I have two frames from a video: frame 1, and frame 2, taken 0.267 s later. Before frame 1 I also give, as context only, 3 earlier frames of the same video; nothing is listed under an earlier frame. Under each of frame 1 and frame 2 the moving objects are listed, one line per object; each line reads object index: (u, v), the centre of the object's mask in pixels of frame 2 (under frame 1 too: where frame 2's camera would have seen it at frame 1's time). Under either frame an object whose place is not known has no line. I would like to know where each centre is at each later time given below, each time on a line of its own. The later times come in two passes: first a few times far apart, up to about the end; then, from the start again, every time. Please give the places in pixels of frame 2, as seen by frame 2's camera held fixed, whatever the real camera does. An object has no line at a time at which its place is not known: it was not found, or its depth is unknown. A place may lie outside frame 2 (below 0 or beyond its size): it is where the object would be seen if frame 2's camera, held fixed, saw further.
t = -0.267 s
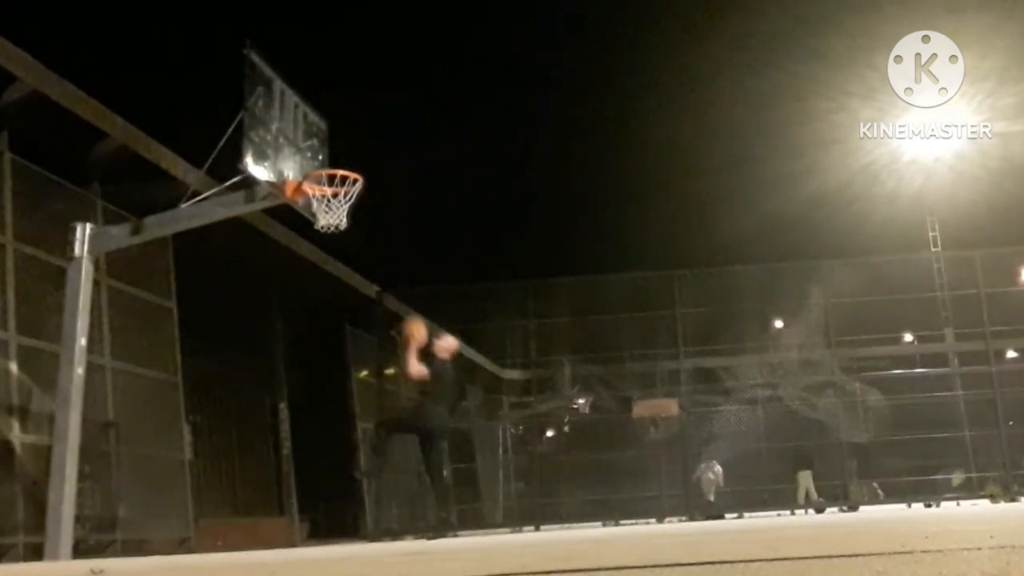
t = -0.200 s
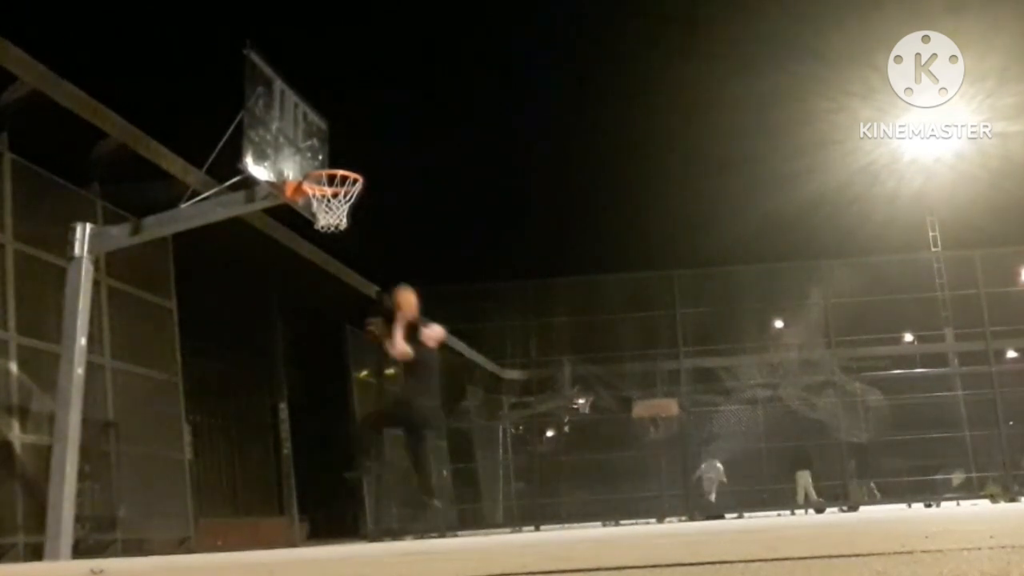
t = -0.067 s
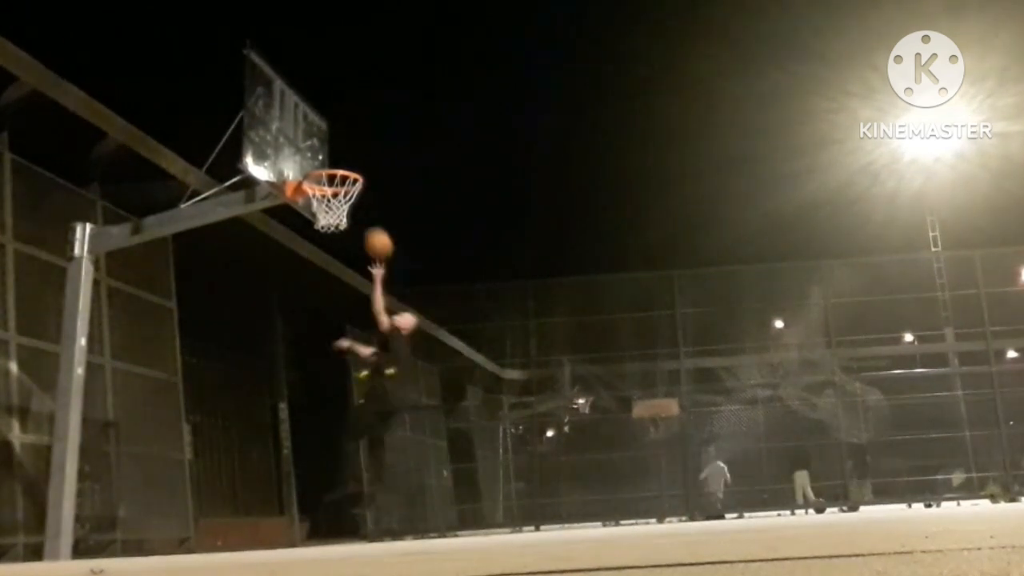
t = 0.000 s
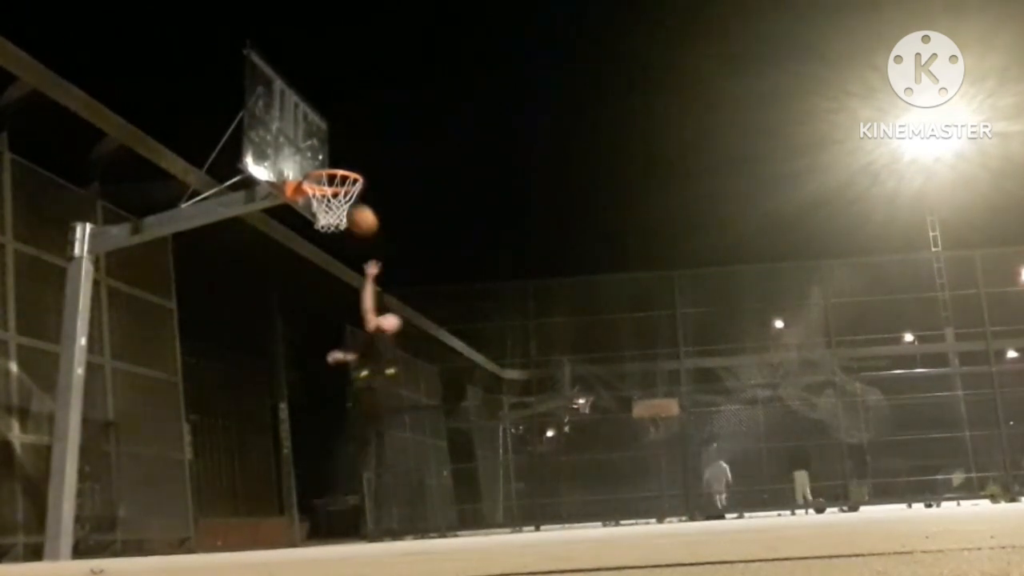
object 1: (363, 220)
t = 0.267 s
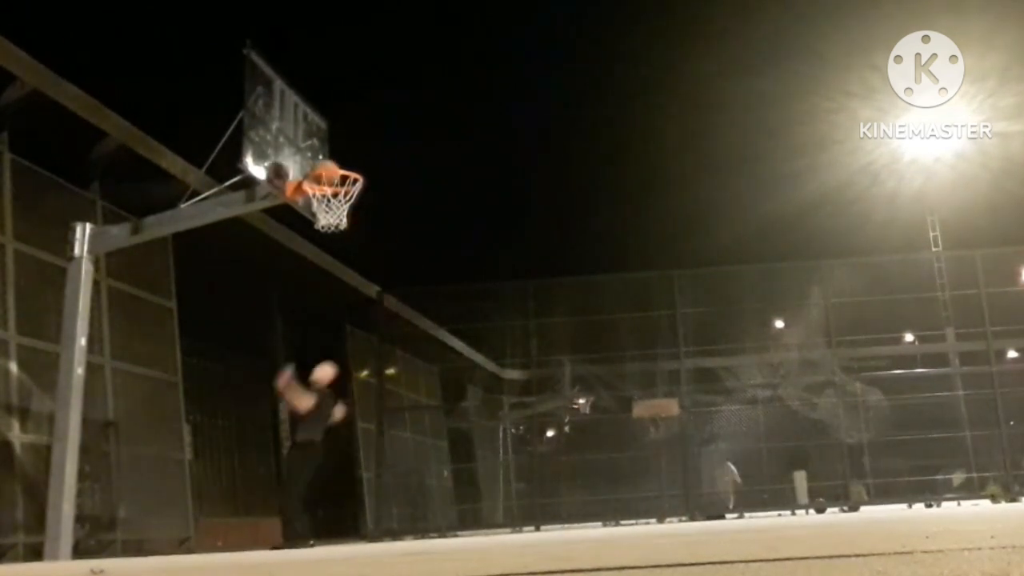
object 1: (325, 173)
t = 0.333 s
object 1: (332, 170)
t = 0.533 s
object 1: (346, 186)
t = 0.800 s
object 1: (340, 222)
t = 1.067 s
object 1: (321, 292)
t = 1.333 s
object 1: (301, 457)
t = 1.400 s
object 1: (295, 513)
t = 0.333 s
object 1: (332, 170)
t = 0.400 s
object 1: (335, 166)
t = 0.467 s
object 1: (339, 169)
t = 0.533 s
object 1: (346, 186)
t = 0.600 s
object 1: (347, 193)
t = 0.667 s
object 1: (346, 198)
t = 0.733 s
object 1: (335, 212)
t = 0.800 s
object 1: (340, 222)
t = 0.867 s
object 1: (335, 228)
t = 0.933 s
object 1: (331, 241)
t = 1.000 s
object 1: (327, 265)
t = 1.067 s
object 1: (321, 292)
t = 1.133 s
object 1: (317, 324)
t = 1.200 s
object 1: (311, 363)
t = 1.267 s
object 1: (306, 408)
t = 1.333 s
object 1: (301, 457)
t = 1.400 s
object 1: (295, 513)
